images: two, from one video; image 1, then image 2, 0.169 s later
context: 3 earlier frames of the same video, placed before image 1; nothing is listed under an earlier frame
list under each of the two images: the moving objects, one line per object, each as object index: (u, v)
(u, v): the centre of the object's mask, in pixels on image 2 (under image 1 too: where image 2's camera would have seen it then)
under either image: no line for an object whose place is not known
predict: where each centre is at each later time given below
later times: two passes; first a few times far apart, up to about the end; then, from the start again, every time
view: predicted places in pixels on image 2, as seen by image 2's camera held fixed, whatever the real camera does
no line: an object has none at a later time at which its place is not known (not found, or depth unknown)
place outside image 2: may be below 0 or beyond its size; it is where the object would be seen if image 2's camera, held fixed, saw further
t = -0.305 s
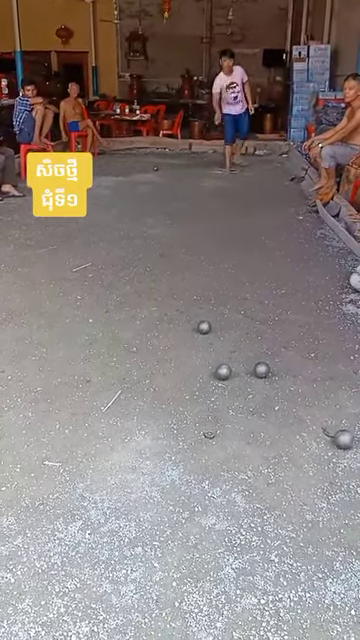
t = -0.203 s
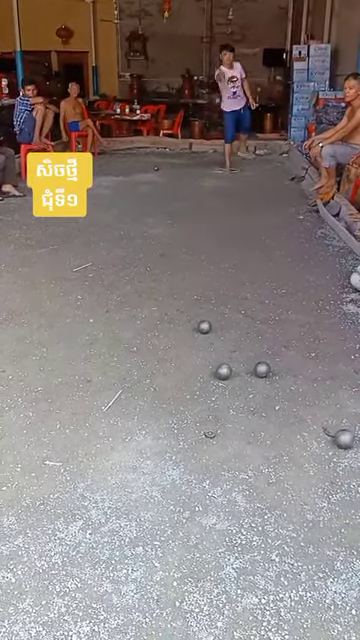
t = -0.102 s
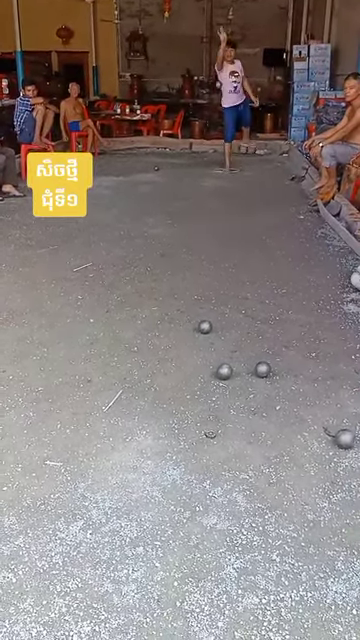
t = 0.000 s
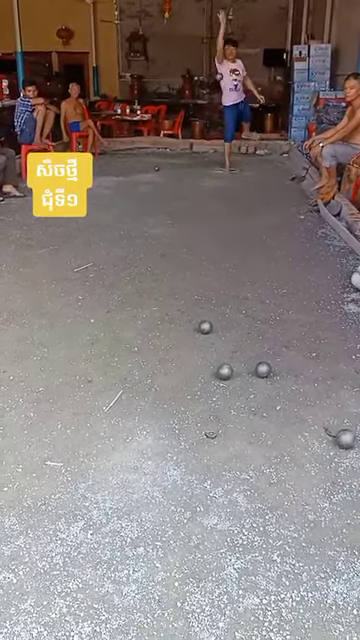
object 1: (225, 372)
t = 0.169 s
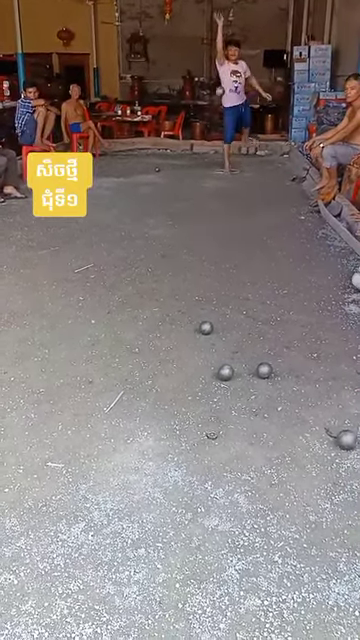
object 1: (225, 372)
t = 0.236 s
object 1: (225, 372)
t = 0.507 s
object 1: (225, 372)
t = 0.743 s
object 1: (330, 462)
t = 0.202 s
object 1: (225, 372)
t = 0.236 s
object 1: (225, 372)
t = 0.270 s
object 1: (225, 372)
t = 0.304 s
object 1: (225, 372)
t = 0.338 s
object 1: (225, 372)
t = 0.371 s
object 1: (225, 372)
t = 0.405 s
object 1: (225, 372)
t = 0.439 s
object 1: (225, 372)
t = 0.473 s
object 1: (225, 372)
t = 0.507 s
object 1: (225, 372)
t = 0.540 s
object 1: (230, 377)
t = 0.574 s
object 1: (245, 389)
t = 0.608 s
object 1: (260, 403)
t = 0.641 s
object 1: (276, 415)
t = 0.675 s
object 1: (294, 430)
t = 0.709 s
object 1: (313, 448)
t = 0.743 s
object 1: (330, 462)
